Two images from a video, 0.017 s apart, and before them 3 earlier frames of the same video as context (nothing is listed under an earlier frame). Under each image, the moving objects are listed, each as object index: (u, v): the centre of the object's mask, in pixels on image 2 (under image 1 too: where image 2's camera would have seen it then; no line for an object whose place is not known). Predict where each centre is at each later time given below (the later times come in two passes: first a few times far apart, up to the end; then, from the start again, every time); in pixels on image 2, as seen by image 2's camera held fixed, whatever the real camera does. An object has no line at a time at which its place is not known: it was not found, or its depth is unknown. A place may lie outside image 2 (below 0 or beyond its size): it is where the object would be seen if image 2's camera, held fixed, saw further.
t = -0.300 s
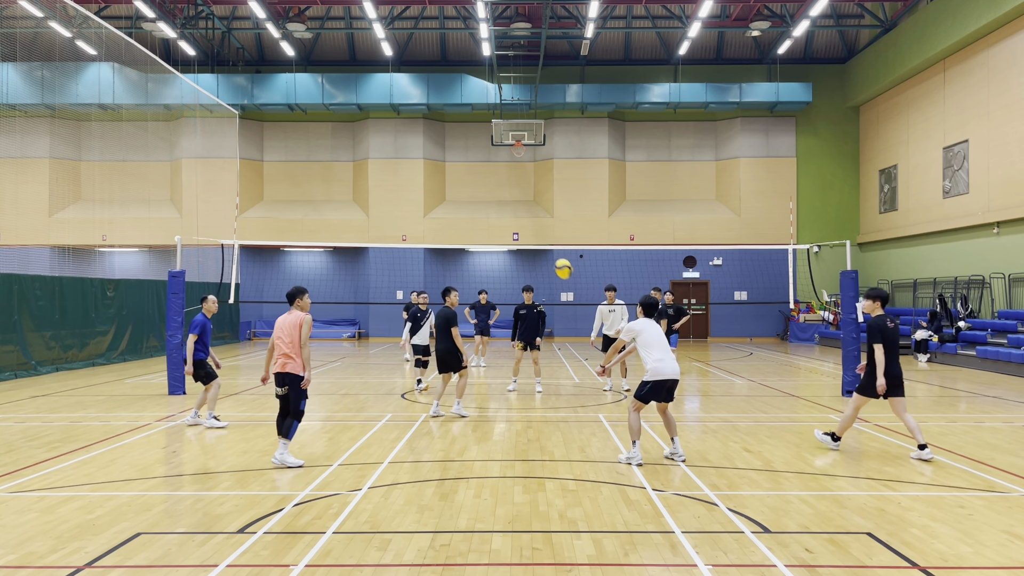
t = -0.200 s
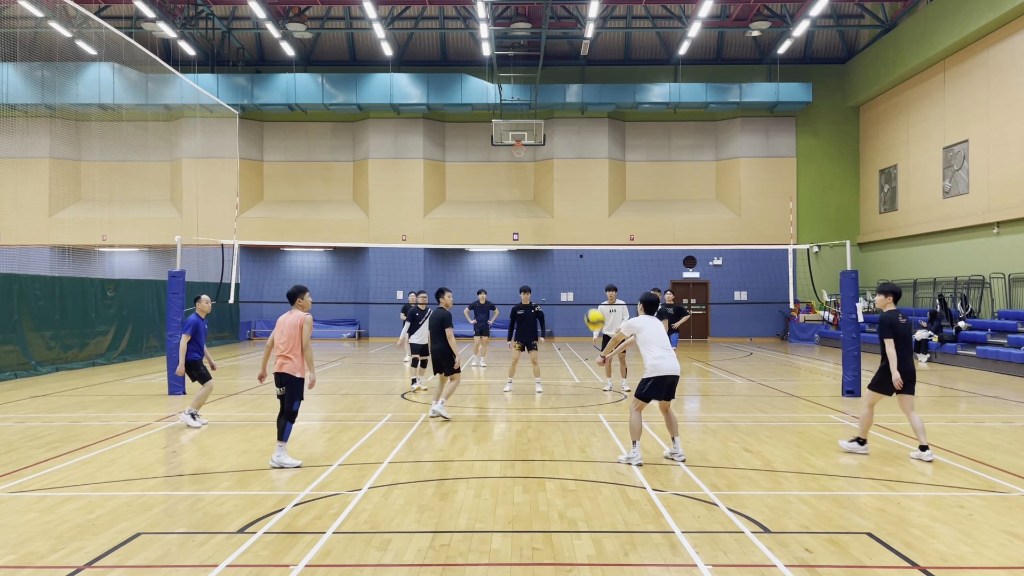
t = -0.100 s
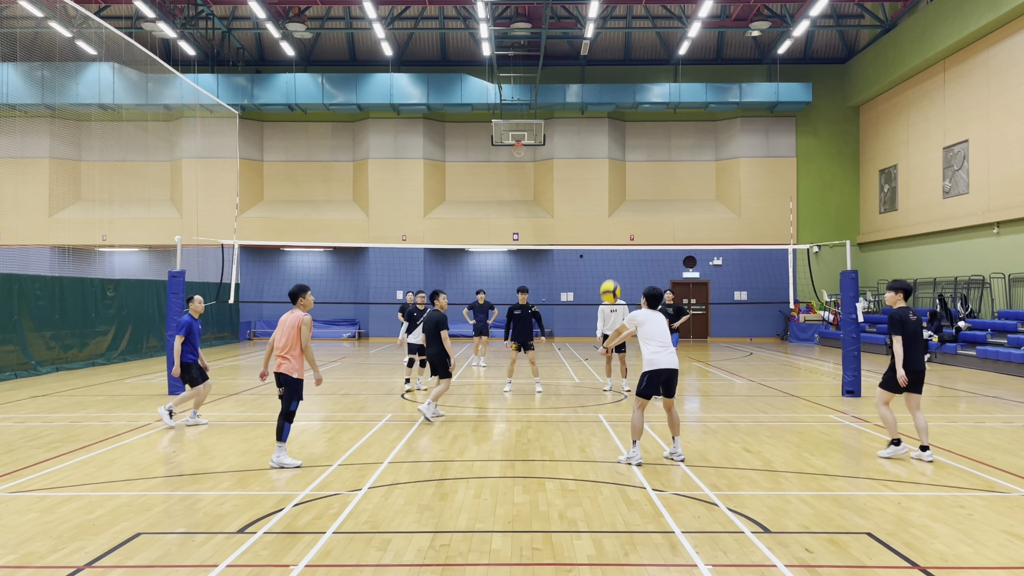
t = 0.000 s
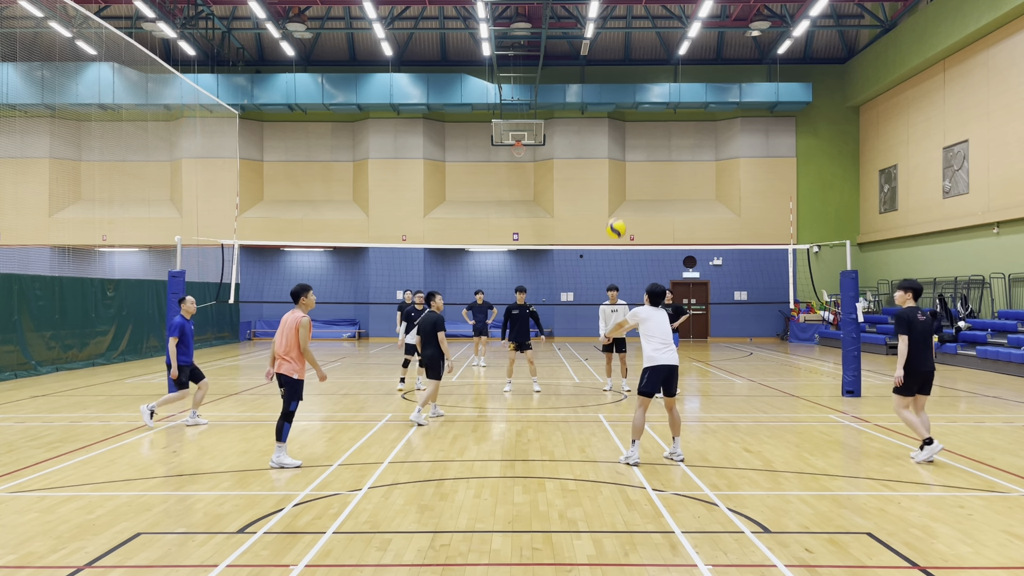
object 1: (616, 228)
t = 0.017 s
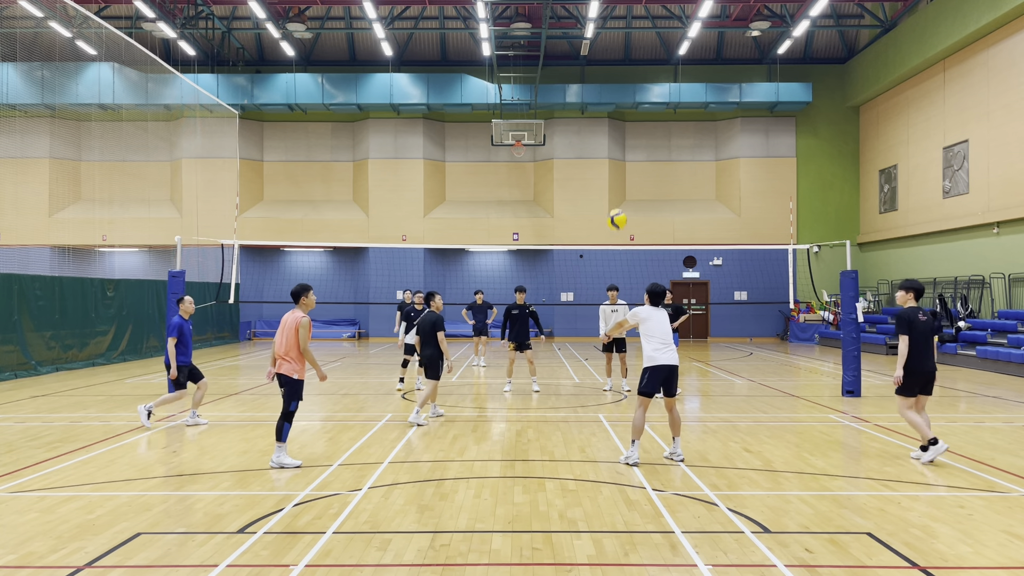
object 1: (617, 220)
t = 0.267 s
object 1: (630, 119)
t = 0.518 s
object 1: (641, 80)
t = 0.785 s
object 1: (652, 92)
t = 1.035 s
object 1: (661, 148)
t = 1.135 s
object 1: (663, 181)
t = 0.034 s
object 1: (618, 210)
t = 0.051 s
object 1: (618, 203)
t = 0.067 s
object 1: (619, 195)
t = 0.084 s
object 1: (620, 186)
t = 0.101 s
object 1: (621, 178)
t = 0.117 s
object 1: (622, 171)
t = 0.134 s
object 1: (623, 164)
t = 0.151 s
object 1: (624, 158)
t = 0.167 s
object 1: (625, 152)
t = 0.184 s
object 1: (626, 145)
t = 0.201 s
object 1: (627, 139)
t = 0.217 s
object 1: (628, 134)
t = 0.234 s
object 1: (628, 129)
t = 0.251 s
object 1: (629, 124)
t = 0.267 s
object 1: (630, 119)
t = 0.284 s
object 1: (631, 115)
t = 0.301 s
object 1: (632, 111)
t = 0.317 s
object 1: (632, 107)
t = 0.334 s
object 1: (633, 103)
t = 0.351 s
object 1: (634, 100)
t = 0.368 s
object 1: (635, 97)
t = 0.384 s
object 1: (636, 94)
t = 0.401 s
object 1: (636, 91)
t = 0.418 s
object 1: (637, 89)
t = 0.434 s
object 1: (638, 87)
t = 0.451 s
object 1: (638, 85)
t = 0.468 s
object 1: (639, 83)
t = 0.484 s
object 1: (640, 82)
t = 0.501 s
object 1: (641, 80)
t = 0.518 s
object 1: (641, 80)
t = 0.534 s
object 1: (642, 79)
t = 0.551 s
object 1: (643, 78)
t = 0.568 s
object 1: (643, 78)
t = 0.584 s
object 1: (644, 78)
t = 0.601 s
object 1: (645, 78)
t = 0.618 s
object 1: (645, 78)
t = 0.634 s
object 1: (646, 79)
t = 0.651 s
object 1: (647, 79)
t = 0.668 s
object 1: (647, 80)
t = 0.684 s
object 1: (648, 81)
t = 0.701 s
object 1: (648, 83)
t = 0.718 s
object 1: (649, 84)
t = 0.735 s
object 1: (650, 86)
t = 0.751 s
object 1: (650, 88)
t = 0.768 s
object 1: (651, 90)
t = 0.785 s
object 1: (652, 92)
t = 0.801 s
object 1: (652, 95)
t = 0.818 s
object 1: (653, 98)
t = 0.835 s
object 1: (654, 101)
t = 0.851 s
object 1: (654, 104)
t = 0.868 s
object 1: (655, 107)
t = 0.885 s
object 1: (656, 110)
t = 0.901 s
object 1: (656, 114)
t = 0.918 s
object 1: (657, 118)
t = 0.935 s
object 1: (657, 122)
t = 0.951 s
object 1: (658, 125)
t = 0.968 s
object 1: (658, 130)
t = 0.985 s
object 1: (659, 134)
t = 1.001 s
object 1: (659, 138)
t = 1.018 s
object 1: (660, 143)
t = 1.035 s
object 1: (661, 148)
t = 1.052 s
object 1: (661, 153)
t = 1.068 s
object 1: (661, 158)
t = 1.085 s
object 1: (662, 164)
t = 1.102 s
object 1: (663, 169)
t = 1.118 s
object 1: (663, 175)
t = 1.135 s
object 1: (663, 181)
